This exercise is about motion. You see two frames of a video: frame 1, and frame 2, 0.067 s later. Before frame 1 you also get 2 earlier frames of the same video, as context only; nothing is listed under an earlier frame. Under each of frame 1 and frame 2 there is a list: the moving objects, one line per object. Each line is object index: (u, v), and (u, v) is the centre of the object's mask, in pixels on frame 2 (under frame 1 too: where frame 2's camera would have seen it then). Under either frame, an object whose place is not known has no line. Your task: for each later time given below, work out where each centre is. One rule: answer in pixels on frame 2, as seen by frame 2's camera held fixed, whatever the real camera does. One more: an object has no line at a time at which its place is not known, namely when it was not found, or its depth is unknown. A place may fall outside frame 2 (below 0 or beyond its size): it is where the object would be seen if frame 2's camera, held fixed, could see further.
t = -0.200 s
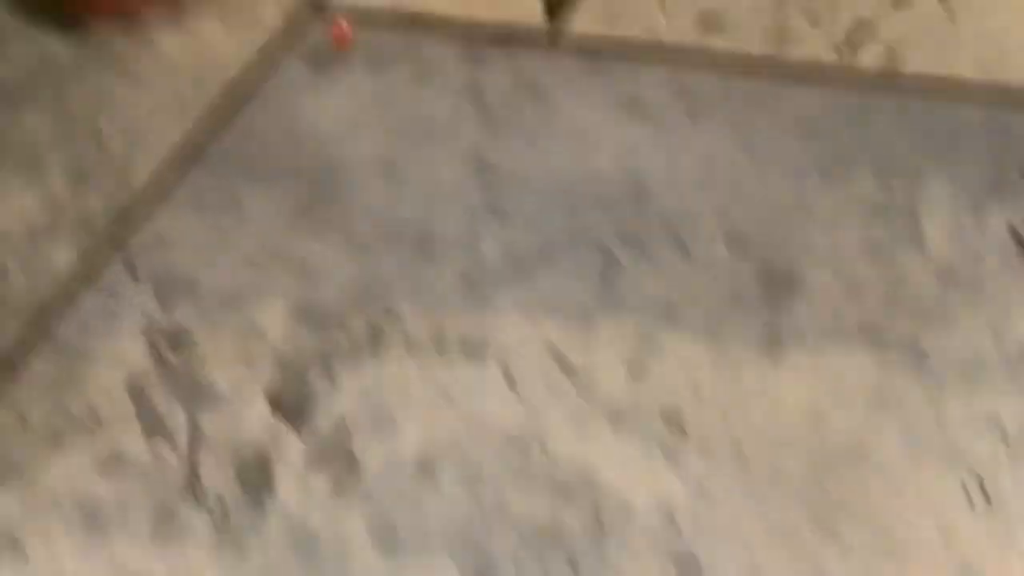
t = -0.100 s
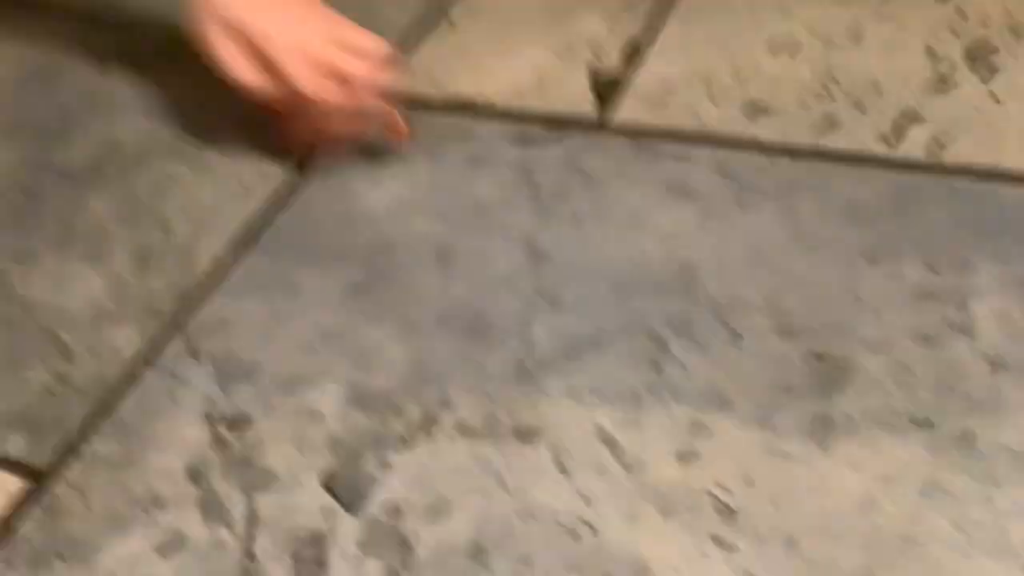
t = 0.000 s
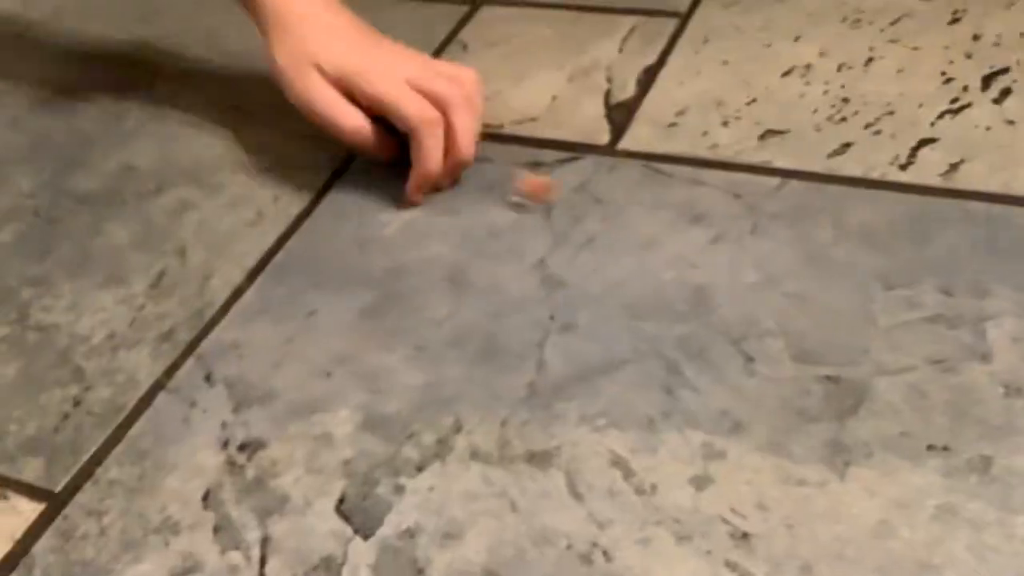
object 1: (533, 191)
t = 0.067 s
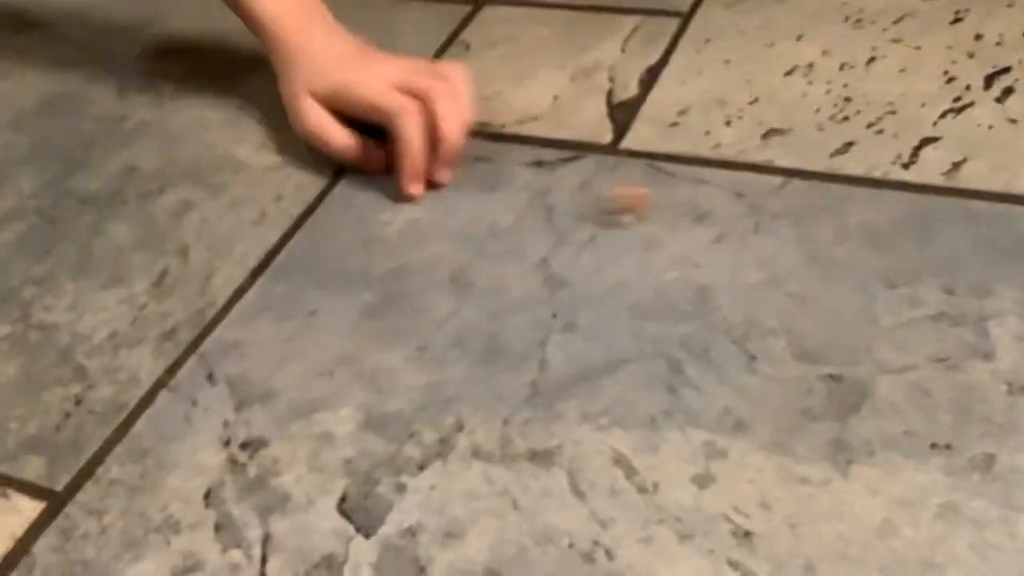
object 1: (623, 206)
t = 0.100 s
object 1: (668, 217)
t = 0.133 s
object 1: (711, 226)
